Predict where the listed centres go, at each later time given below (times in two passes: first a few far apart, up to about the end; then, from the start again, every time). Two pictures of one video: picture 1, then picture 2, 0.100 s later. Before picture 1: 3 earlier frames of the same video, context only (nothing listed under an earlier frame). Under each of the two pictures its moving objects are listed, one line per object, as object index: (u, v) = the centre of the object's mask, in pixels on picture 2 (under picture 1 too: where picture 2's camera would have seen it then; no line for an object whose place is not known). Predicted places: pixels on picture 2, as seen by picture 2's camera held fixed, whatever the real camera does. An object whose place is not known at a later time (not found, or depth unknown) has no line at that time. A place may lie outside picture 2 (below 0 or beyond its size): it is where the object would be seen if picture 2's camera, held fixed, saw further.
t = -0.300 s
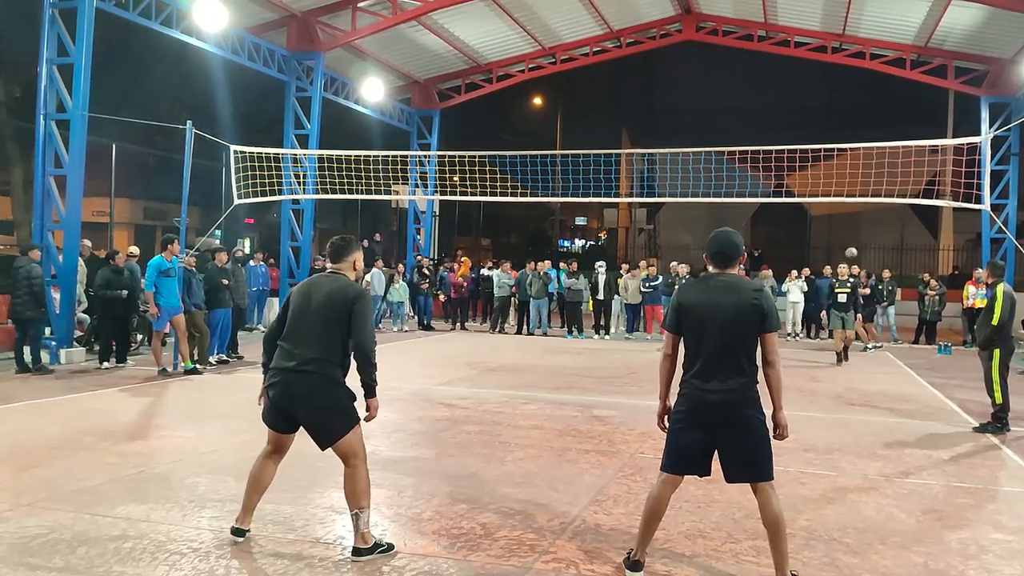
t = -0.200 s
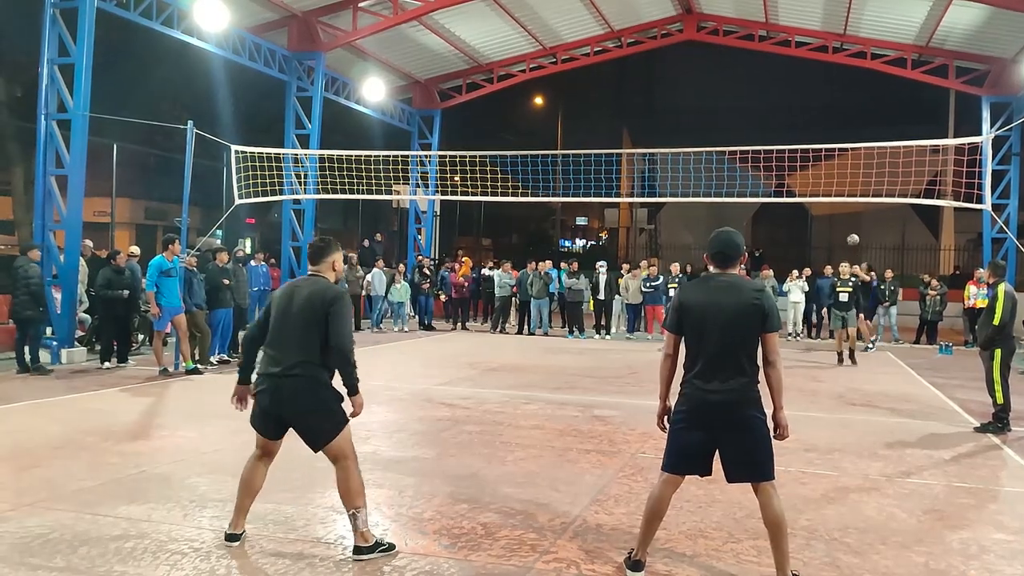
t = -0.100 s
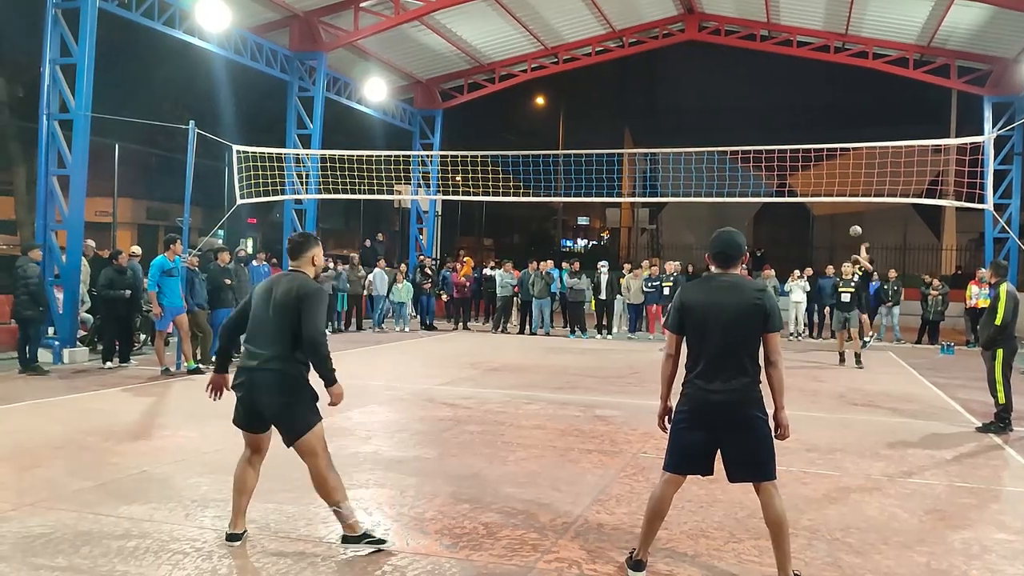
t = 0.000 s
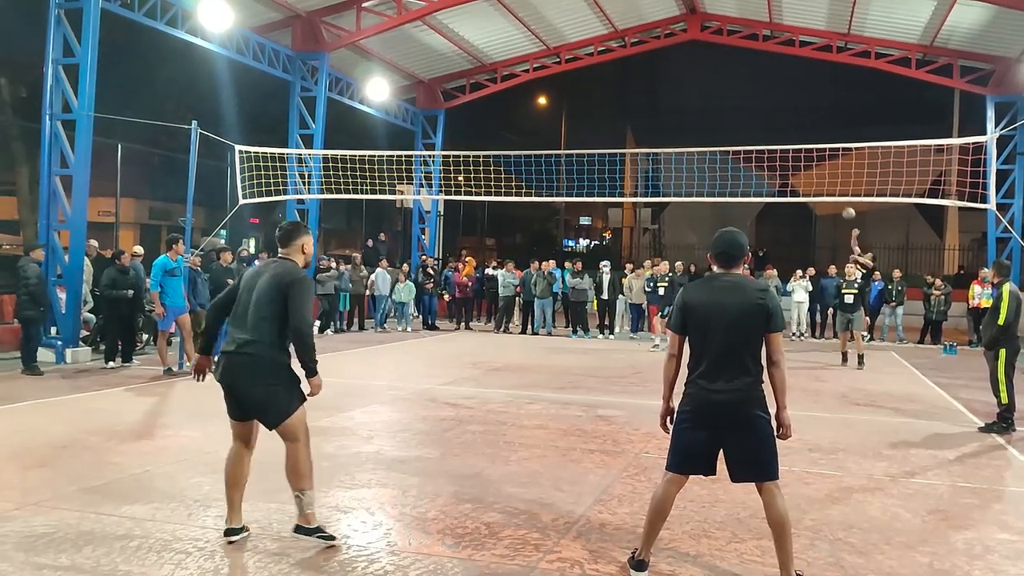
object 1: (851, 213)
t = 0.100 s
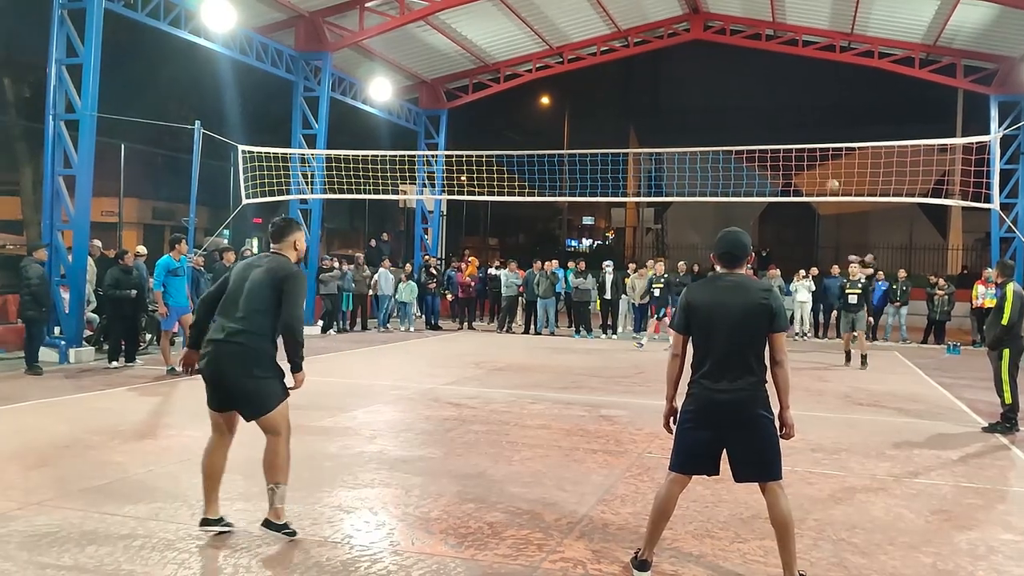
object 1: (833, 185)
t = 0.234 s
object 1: (803, 153)
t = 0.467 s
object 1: (743, 108)
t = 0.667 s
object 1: (676, 91)
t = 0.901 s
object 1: (573, 107)
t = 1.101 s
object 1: (452, 166)
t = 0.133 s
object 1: (825, 176)
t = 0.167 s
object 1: (818, 167)
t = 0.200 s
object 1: (811, 160)
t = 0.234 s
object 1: (803, 153)
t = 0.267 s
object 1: (795, 144)
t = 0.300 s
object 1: (788, 137)
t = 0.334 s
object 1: (780, 131)
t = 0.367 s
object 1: (771, 124)
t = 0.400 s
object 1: (762, 118)
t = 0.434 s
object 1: (753, 113)
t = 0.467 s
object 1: (743, 108)
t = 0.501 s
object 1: (733, 104)
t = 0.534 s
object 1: (723, 100)
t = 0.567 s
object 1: (712, 97)
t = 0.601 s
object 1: (701, 94)
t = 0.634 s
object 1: (688, 92)
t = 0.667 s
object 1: (676, 91)
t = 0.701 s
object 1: (663, 91)
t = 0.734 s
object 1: (650, 91)
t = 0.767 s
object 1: (636, 93)
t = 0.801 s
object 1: (621, 95)
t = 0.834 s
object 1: (606, 98)
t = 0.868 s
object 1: (590, 102)
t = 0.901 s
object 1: (573, 107)
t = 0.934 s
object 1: (555, 114)
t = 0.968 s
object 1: (537, 121)
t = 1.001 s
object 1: (517, 131)
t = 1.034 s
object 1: (496, 141)
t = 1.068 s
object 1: (475, 152)
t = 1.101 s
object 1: (452, 166)
